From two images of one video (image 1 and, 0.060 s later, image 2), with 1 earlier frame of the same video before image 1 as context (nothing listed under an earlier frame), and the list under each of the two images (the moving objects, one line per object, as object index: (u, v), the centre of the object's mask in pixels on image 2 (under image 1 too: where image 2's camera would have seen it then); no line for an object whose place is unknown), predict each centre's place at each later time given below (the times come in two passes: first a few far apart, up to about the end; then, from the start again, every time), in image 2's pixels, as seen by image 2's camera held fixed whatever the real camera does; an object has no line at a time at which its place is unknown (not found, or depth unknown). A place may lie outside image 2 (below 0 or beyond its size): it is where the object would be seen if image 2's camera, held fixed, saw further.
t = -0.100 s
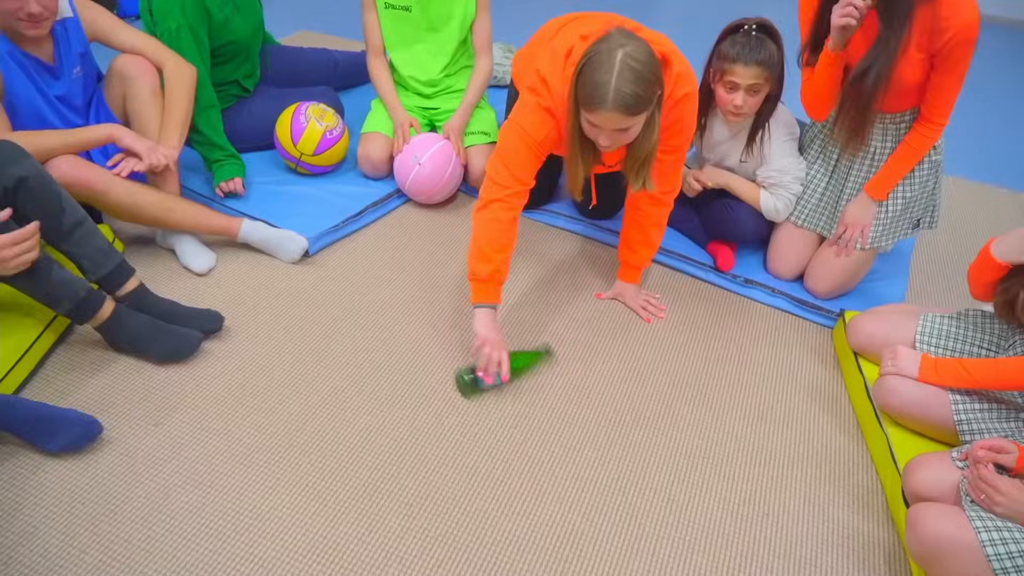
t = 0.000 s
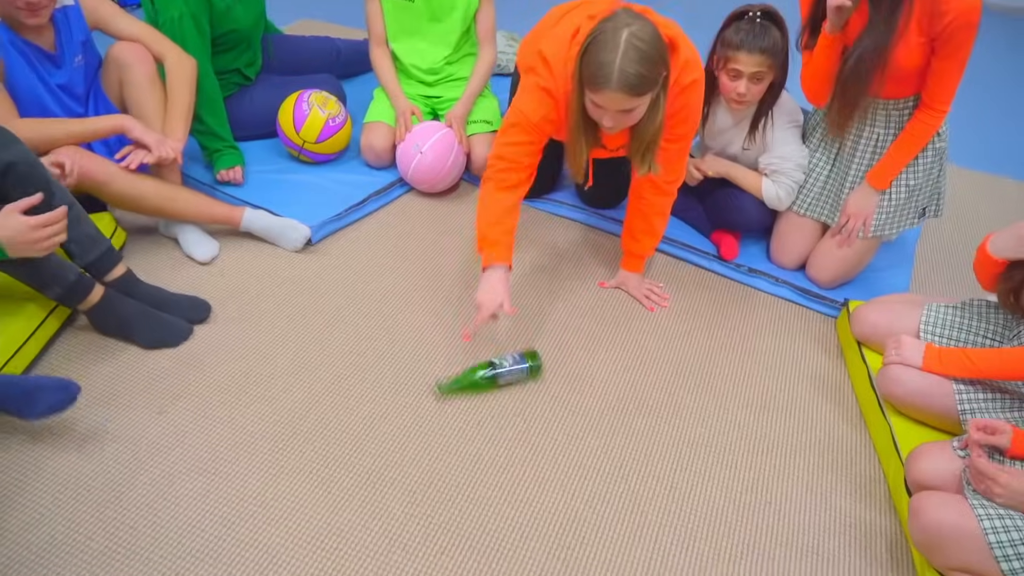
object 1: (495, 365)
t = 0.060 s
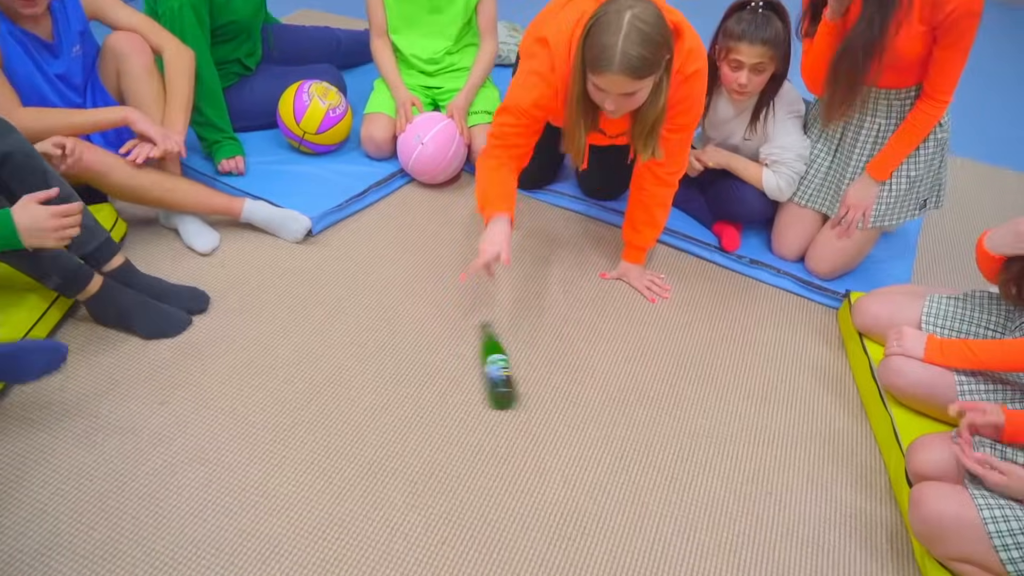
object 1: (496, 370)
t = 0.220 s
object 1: (493, 380)
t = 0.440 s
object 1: (499, 388)
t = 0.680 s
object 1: (498, 386)
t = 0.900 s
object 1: (499, 389)
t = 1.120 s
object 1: (498, 382)
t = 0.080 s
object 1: (494, 372)
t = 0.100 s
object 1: (496, 370)
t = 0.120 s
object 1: (502, 372)
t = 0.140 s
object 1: (502, 376)
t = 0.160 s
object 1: (500, 378)
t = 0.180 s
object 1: (497, 381)
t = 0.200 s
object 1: (495, 381)
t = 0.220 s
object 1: (493, 380)
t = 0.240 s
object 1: (492, 380)
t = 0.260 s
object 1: (493, 379)
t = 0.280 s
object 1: (497, 381)
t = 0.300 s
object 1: (497, 384)
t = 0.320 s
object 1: (496, 385)
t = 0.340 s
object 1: (496, 384)
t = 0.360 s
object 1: (498, 383)
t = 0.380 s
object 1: (501, 384)
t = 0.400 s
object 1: (500, 385)
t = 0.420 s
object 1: (500, 387)
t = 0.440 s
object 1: (499, 388)
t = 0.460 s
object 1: (497, 388)
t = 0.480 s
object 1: (496, 386)
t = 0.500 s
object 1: (496, 386)
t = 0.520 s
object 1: (496, 385)
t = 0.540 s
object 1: (496, 384)
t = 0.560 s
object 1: (497, 384)
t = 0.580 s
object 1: (498, 384)
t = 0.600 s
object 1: (500, 385)
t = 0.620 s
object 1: (501, 386)
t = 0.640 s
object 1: (500, 388)
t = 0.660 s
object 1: (499, 388)
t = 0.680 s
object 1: (498, 386)
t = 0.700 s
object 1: (500, 386)
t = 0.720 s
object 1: (501, 385)
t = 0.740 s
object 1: (503, 385)
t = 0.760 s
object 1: (504, 385)
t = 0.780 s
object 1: (504, 386)
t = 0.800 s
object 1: (504, 387)
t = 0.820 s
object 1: (504, 388)
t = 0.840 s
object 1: (503, 388)
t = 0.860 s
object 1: (502, 388)
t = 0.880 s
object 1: (501, 387)
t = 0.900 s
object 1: (499, 389)
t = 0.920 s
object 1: (498, 388)
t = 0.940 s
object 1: (496, 388)
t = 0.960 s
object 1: (495, 387)
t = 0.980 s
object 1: (494, 387)
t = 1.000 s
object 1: (493, 385)
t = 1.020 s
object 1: (492, 385)
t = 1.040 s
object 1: (492, 383)
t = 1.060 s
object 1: (492, 382)
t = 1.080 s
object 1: (495, 382)
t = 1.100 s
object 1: (497, 382)
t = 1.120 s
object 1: (498, 382)
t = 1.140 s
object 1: (499, 382)
